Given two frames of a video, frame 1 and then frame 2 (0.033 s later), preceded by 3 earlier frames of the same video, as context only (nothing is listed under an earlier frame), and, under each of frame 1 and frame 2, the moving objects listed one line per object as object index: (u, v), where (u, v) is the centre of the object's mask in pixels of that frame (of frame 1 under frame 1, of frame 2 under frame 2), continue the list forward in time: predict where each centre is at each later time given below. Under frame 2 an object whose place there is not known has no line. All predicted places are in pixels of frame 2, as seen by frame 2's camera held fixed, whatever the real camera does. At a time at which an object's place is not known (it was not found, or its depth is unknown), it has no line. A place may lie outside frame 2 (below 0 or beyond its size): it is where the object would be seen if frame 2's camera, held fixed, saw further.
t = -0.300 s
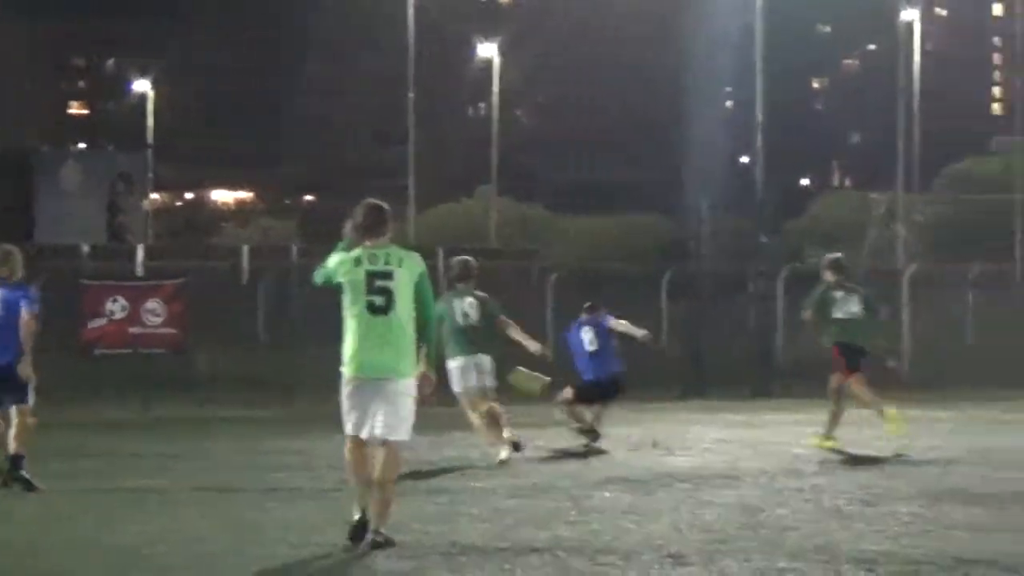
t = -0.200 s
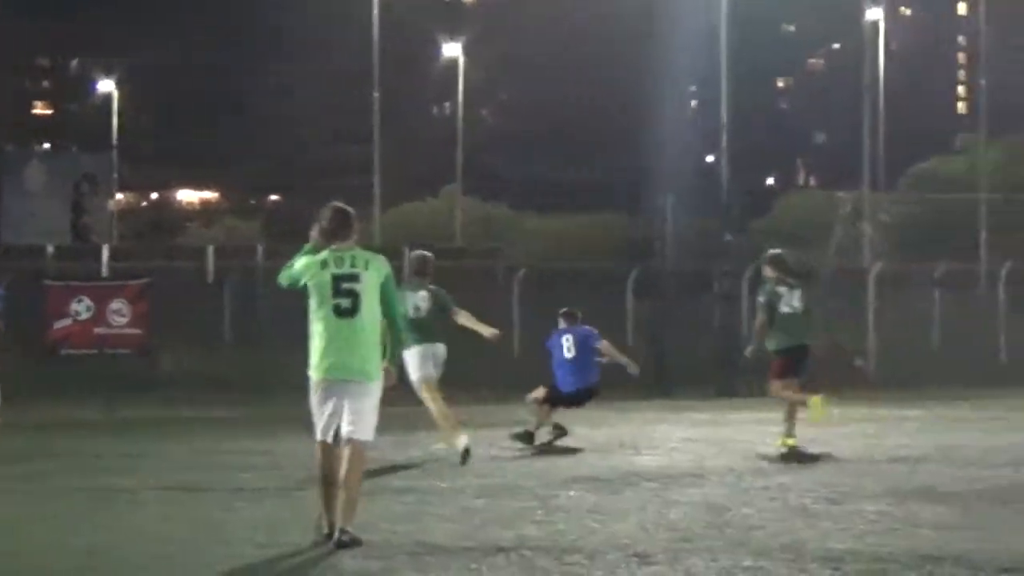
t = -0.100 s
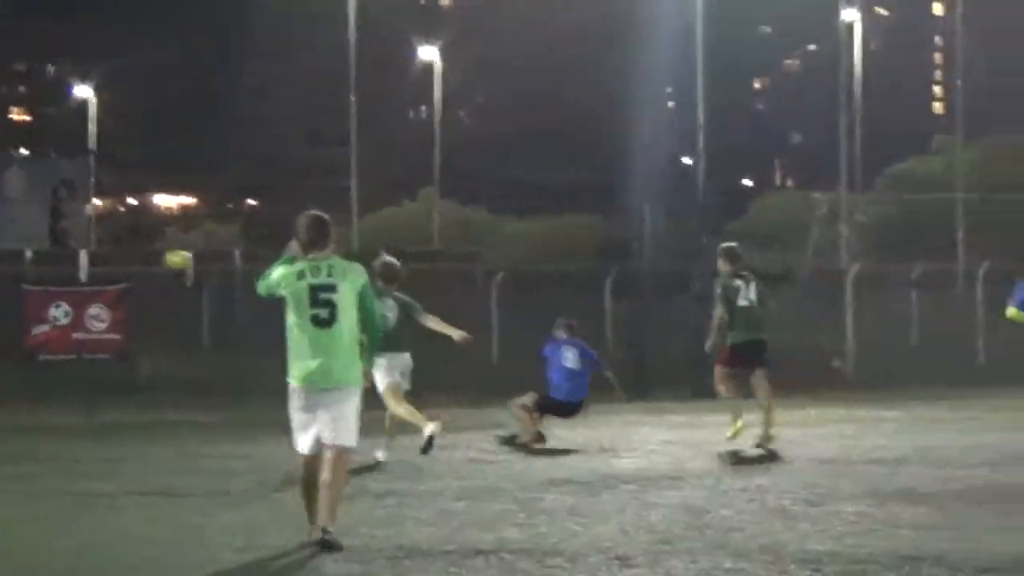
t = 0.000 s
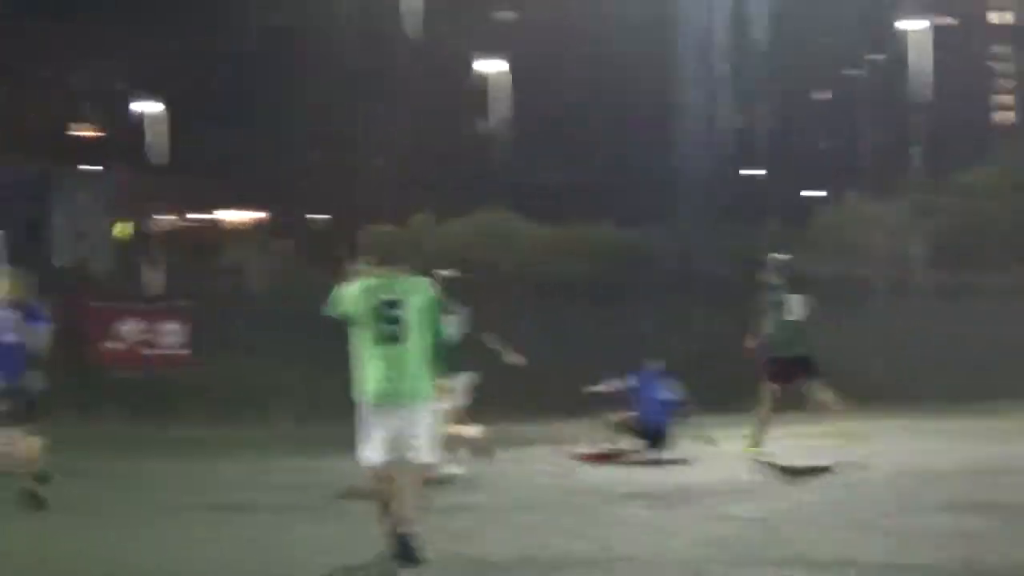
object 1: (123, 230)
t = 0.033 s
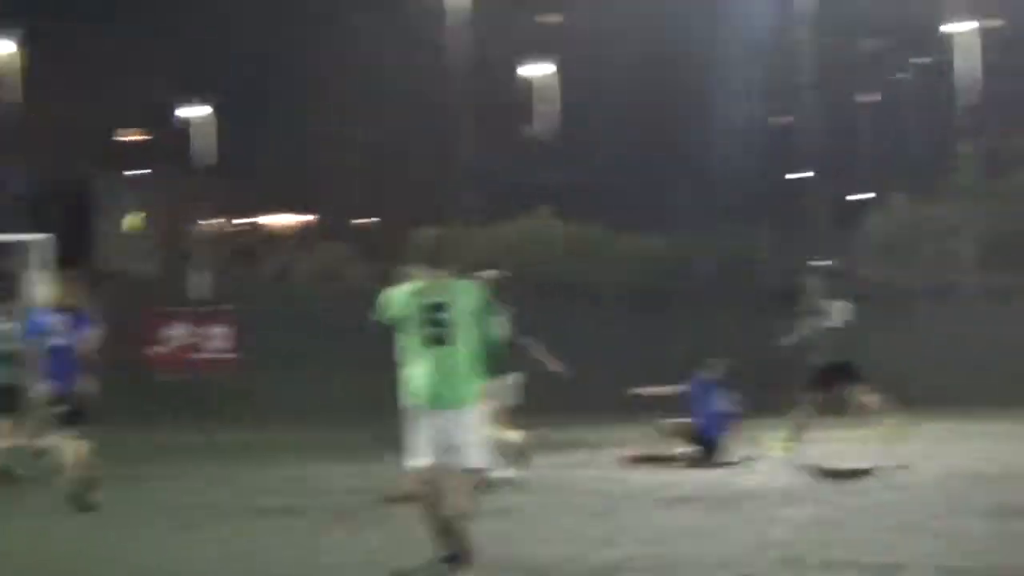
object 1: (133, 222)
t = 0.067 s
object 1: (95, 211)
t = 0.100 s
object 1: (66, 200)
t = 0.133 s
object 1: (32, 189)
